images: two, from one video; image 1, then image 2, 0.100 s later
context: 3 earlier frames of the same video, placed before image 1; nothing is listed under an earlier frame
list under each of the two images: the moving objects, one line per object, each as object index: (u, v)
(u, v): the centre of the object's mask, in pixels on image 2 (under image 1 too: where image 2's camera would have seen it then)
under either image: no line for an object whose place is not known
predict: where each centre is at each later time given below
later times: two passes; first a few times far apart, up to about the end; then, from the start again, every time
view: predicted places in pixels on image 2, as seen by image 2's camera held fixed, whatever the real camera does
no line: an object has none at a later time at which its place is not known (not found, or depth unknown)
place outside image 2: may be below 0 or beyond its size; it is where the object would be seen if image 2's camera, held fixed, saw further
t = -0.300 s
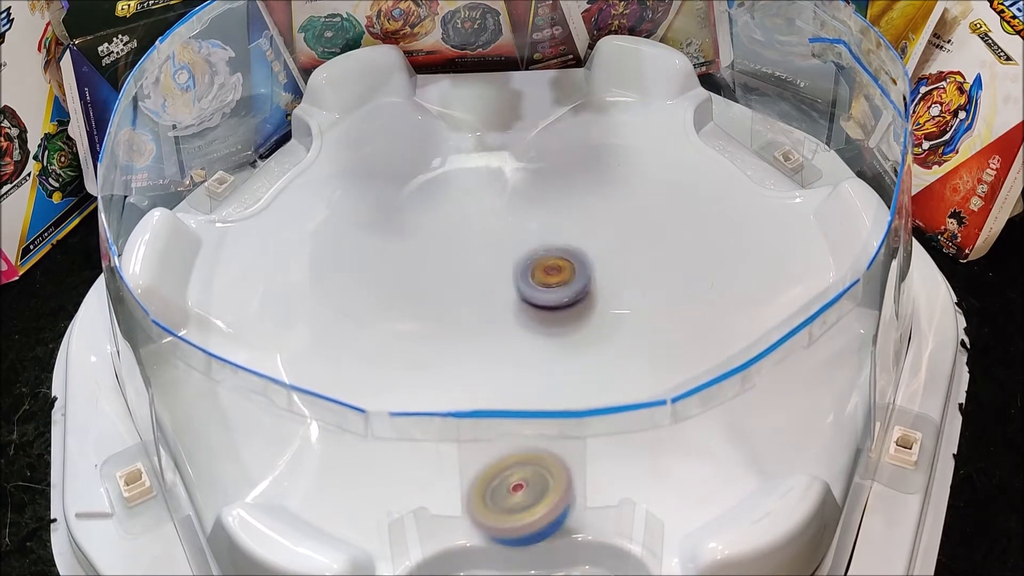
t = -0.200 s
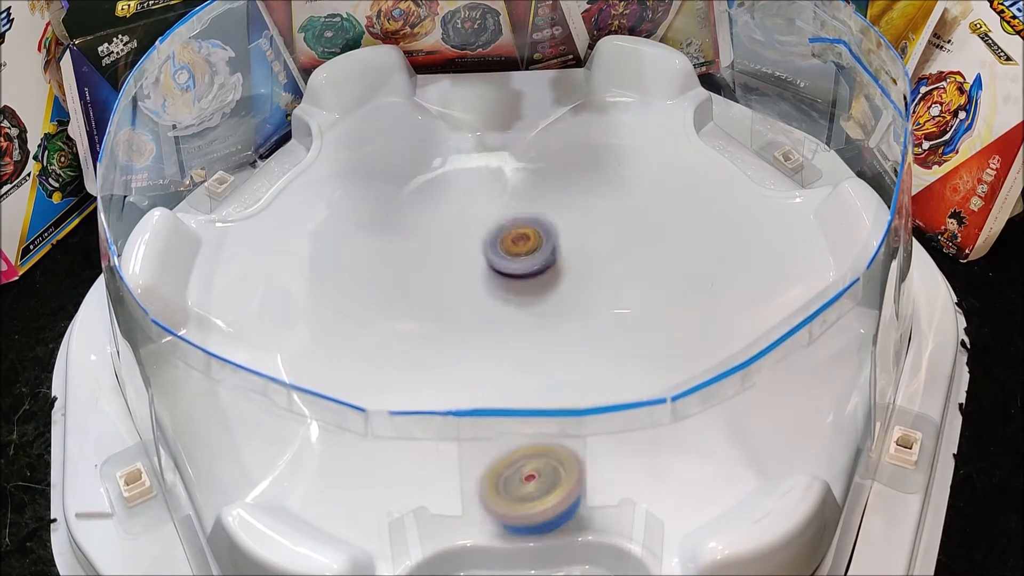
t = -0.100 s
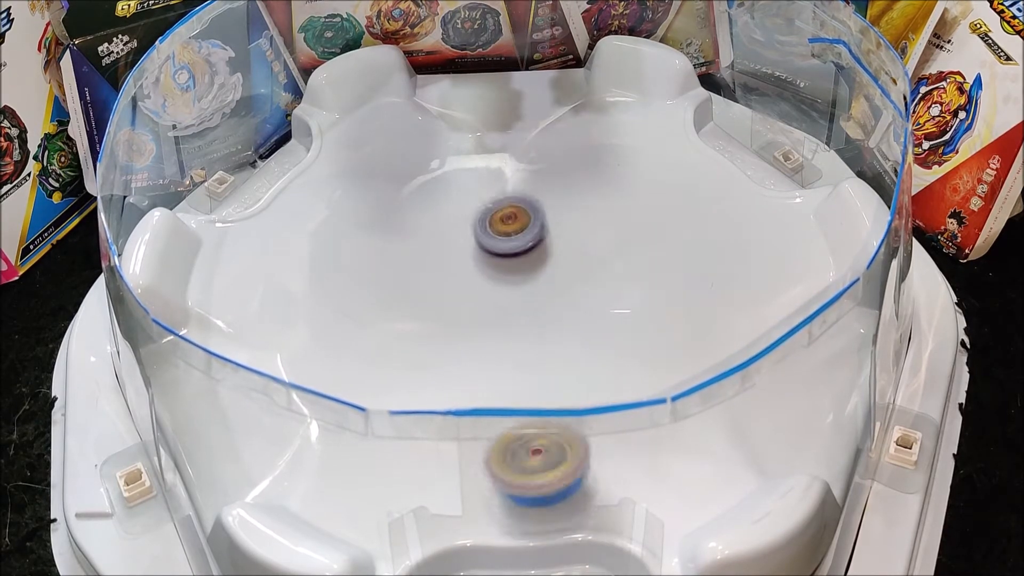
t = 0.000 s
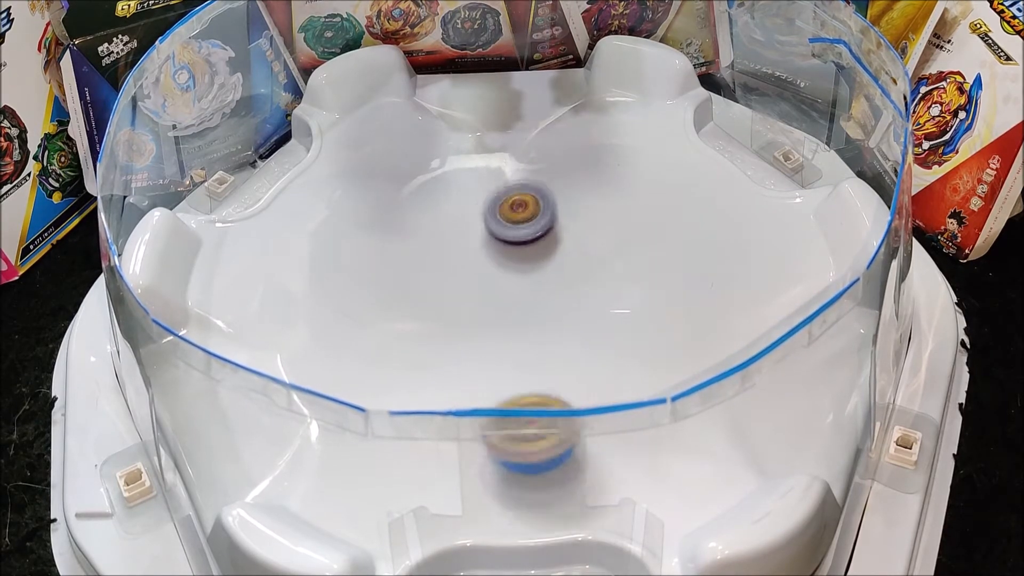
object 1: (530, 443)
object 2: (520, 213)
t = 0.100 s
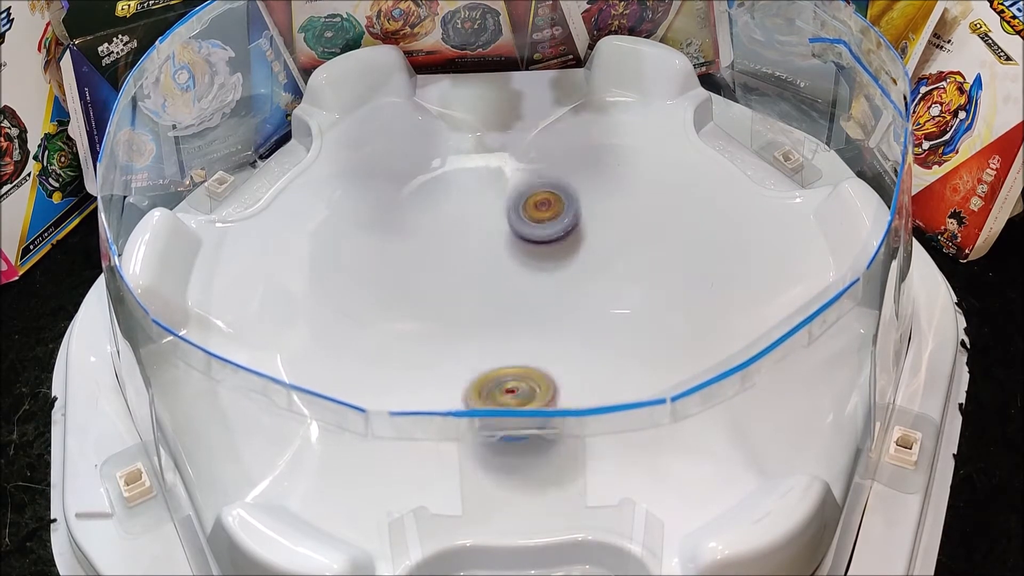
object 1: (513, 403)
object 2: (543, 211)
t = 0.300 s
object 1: (464, 336)
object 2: (578, 263)
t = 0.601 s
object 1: (382, 262)
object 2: (479, 316)
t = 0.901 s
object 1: (346, 256)
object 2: (535, 262)
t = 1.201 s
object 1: (413, 245)
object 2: (574, 334)
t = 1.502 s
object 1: (493, 228)
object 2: (433, 297)
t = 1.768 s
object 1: (586, 194)
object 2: (409, 230)
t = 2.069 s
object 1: (607, 196)
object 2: (532, 247)
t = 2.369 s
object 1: (554, 268)
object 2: (521, 357)
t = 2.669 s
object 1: (538, 346)
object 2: (398, 308)
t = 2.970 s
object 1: (551, 311)
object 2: (531, 240)
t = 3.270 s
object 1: (487, 296)
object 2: (609, 236)
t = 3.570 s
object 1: (467, 287)
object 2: (571, 331)
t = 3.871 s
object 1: (412, 256)
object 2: (507, 337)
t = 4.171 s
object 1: (444, 247)
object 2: (531, 360)
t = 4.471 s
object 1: (525, 189)
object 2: (531, 364)
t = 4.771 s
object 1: (539, 162)
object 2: (529, 321)
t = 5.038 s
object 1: (511, 208)
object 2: (610, 289)
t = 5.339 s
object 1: (447, 268)
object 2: (598, 302)
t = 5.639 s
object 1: (513, 330)
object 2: (529, 249)
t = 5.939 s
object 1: (599, 296)
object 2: (500, 200)
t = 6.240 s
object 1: (552, 260)
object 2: (476, 225)
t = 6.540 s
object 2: (436, 254)
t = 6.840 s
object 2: (444, 310)
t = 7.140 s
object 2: (461, 325)
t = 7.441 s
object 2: (486, 353)
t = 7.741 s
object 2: (543, 324)
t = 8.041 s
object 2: (592, 302)
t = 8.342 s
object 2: (578, 315)
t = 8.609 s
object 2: (554, 300)
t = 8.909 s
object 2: (544, 261)
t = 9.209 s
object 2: (554, 253)
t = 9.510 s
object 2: (511, 258)
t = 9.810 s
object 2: (464, 260)
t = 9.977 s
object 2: (443, 265)
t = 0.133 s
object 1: (505, 395)
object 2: (553, 213)
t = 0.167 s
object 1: (496, 378)
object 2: (564, 220)
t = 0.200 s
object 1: (487, 370)
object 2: (573, 228)
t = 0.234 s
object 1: (480, 359)
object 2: (580, 238)
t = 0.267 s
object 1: (472, 347)
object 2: (581, 251)
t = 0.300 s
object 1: (464, 336)
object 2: (578, 263)
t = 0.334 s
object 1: (455, 325)
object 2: (571, 277)
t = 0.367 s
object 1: (446, 315)
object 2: (558, 292)
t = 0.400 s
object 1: (437, 305)
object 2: (542, 302)
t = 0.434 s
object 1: (429, 296)
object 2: (525, 310)
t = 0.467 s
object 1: (422, 288)
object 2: (506, 314)
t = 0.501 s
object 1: (409, 279)
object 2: (495, 317)
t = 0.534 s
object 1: (396, 272)
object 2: (491, 319)
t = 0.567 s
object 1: (388, 265)
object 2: (485, 319)
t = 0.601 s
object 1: (382, 262)
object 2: (479, 316)
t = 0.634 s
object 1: (378, 260)
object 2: (471, 311)
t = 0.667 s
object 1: (376, 259)
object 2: (463, 303)
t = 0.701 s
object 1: (375, 260)
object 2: (456, 294)
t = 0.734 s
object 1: (369, 258)
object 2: (463, 286)
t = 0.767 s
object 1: (361, 257)
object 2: (474, 279)
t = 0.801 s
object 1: (354, 254)
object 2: (487, 271)
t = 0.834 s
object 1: (350, 253)
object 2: (502, 266)
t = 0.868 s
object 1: (346, 254)
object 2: (520, 263)
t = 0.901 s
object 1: (346, 256)
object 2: (535, 262)
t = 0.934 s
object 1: (346, 256)
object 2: (550, 262)
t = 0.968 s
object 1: (349, 256)
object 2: (563, 266)
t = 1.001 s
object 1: (355, 257)
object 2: (573, 271)
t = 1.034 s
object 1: (361, 254)
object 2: (582, 279)
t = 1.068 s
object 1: (372, 252)
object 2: (590, 289)
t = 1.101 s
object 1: (380, 250)
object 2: (592, 301)
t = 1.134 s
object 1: (390, 247)
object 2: (590, 312)
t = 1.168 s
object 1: (403, 247)
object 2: (585, 323)
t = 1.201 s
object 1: (413, 245)
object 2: (574, 334)
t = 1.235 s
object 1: (424, 244)
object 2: (559, 343)
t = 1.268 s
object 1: (435, 244)
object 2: (542, 349)
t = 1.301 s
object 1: (444, 242)
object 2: (522, 353)
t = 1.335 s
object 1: (454, 242)
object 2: (500, 352)
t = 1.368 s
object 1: (462, 241)
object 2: (481, 348)
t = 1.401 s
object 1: (470, 237)
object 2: (464, 340)
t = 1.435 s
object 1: (480, 235)
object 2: (450, 328)
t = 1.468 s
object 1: (486, 233)
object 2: (439, 313)
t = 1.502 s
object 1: (493, 228)
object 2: (433, 297)
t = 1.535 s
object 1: (501, 225)
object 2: (431, 281)
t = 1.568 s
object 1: (505, 222)
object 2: (434, 265)
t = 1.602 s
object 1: (510, 218)
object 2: (439, 250)
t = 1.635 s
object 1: (530, 208)
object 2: (427, 243)
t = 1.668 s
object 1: (550, 203)
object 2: (415, 241)
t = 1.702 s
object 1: (565, 198)
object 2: (408, 236)
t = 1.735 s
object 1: (576, 195)
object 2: (407, 233)
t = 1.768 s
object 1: (586, 194)
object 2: (409, 230)
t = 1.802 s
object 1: (593, 192)
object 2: (415, 226)
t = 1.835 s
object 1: (598, 191)
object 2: (423, 222)
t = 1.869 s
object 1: (602, 191)
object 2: (436, 219)
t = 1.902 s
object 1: (606, 192)
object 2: (450, 217)
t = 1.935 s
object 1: (607, 192)
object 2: (467, 218)
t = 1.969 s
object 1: (608, 192)
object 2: (485, 221)
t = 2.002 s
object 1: (608, 193)
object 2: (502, 227)
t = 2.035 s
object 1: (609, 193)
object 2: (518, 236)
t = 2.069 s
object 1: (607, 196)
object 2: (532, 247)
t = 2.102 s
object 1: (604, 199)
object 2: (545, 259)
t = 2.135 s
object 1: (599, 204)
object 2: (553, 271)
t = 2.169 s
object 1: (594, 211)
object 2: (560, 284)
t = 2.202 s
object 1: (589, 220)
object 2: (562, 299)
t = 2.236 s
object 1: (582, 229)
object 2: (561, 312)
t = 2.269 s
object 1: (575, 238)
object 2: (555, 324)
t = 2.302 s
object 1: (568, 249)
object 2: (548, 336)
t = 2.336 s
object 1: (562, 258)
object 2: (536, 349)
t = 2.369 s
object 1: (554, 268)
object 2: (521, 357)
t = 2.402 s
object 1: (546, 277)
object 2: (504, 363)
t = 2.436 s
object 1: (539, 287)
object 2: (486, 368)
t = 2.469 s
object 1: (533, 298)
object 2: (466, 368)
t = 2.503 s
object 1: (531, 307)
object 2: (447, 364)
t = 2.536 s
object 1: (530, 317)
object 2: (429, 358)
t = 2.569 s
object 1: (529, 327)
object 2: (413, 347)
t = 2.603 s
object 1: (530, 336)
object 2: (402, 336)
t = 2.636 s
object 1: (534, 342)
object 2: (397, 321)
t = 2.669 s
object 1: (538, 346)
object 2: (398, 308)
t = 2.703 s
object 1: (543, 346)
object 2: (406, 295)
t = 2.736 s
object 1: (546, 343)
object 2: (417, 283)
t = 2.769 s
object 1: (548, 336)
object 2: (438, 269)
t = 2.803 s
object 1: (552, 330)
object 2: (454, 261)
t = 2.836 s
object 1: (555, 323)
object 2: (472, 257)
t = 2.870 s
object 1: (557, 317)
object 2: (489, 253)
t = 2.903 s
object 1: (555, 311)
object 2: (507, 252)
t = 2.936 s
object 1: (551, 307)
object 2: (522, 251)
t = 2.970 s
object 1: (551, 311)
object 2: (531, 240)
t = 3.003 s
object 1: (546, 312)
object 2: (540, 231)
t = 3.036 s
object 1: (538, 313)
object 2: (548, 226)
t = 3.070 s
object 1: (528, 313)
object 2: (555, 222)
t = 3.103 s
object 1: (518, 311)
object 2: (564, 221)
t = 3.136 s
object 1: (510, 309)
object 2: (574, 221)
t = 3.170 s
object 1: (502, 306)
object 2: (583, 222)
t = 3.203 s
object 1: (495, 304)
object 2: (593, 225)
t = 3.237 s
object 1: (490, 300)
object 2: (601, 229)
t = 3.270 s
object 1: (487, 296)
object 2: (609, 236)
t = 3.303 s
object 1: (486, 293)
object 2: (614, 243)
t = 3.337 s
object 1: (486, 291)
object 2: (617, 253)
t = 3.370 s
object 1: (487, 290)
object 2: (614, 267)
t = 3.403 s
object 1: (490, 290)
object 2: (610, 282)
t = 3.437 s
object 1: (493, 292)
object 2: (604, 297)
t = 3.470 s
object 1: (495, 295)
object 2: (594, 309)
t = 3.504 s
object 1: (495, 296)
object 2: (580, 319)
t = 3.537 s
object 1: (488, 294)
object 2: (567, 326)
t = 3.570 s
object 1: (467, 287)
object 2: (571, 331)
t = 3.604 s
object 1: (450, 278)
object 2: (570, 336)
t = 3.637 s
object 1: (437, 272)
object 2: (563, 339)
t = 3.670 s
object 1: (429, 266)
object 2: (554, 341)
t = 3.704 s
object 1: (425, 263)
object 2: (540, 341)
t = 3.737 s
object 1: (425, 262)
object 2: (524, 339)
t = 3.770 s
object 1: (428, 265)
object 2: (508, 335)
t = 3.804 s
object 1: (431, 269)
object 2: (492, 328)
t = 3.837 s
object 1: (427, 268)
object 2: (493, 326)
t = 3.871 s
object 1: (412, 256)
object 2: (507, 337)
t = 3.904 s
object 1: (405, 246)
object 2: (525, 345)
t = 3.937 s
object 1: (403, 240)
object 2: (537, 349)
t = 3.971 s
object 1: (403, 236)
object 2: (547, 353)
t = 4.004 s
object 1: (406, 235)
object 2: (552, 355)
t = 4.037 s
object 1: (411, 235)
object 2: (552, 357)
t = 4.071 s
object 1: (418, 236)
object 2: (551, 358)
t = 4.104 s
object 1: (426, 239)
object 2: (546, 360)
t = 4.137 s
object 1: (435, 243)
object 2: (540, 360)
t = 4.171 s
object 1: (444, 247)
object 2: (531, 360)
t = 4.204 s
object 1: (453, 252)
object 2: (520, 358)
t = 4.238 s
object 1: (461, 256)
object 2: (513, 352)
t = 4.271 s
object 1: (472, 259)
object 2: (506, 346)
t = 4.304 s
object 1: (484, 262)
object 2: (501, 334)
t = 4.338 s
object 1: (497, 260)
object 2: (503, 327)
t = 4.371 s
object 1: (504, 238)
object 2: (511, 342)
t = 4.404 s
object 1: (512, 219)
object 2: (520, 352)
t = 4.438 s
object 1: (519, 202)
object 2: (527, 360)
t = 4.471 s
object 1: (525, 189)
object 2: (531, 364)
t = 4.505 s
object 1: (528, 180)
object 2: (532, 366)
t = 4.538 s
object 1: (531, 173)
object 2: (531, 367)
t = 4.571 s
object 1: (532, 168)
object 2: (528, 366)
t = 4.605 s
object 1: (533, 163)
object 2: (525, 363)
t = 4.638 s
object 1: (535, 160)
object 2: (522, 357)
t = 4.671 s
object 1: (536, 158)
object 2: (521, 349)
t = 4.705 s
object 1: (537, 158)
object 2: (522, 340)
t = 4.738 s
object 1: (538, 159)
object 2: (525, 331)
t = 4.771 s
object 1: (539, 162)
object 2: (529, 321)
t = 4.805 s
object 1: (540, 167)
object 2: (535, 312)
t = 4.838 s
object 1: (541, 172)
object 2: (541, 303)
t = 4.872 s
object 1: (541, 181)
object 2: (547, 294)
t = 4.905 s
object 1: (541, 190)
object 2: (554, 286)
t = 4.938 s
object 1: (540, 200)
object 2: (562, 279)
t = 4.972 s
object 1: (538, 212)
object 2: (570, 273)
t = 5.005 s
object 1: (525, 206)
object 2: (590, 280)
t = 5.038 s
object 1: (511, 208)
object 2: (610, 289)
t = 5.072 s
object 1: (498, 208)
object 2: (624, 295)
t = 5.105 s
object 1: (487, 212)
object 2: (634, 300)
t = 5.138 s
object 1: (478, 218)
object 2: (638, 303)
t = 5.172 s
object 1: (470, 223)
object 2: (639, 305)
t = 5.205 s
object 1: (462, 230)
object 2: (635, 305)
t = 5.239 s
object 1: (455, 239)
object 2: (628, 306)
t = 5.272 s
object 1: (451, 248)
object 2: (619, 306)
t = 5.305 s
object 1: (448, 258)
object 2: (609, 305)
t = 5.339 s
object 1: (447, 268)
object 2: (598, 302)
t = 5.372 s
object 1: (448, 278)
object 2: (588, 297)
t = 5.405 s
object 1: (451, 287)
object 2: (577, 292)
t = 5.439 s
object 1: (456, 296)
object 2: (568, 286)
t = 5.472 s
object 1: (463, 304)
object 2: (559, 281)
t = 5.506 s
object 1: (471, 310)
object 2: (552, 274)
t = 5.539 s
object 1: (481, 316)
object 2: (547, 268)
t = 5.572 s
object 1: (491, 321)
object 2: (540, 261)
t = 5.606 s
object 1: (502, 326)
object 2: (534, 255)
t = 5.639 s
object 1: (513, 330)
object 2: (529, 249)
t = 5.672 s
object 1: (525, 332)
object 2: (524, 242)
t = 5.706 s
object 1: (537, 332)
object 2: (519, 236)
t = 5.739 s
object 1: (549, 331)
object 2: (515, 229)
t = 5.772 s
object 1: (561, 328)
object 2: (512, 223)
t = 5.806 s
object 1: (571, 324)
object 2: (510, 217)
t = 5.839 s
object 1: (581, 319)
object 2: (508, 212)
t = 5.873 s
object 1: (589, 312)
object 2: (505, 208)
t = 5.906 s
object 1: (595, 304)
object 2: (502, 204)
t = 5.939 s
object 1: (599, 296)
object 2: (500, 200)
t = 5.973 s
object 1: (600, 287)
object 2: (501, 200)
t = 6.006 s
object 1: (596, 279)
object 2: (503, 200)
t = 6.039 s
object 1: (590, 272)
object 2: (504, 203)
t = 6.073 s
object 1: (582, 265)
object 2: (503, 209)
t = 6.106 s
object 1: (573, 259)
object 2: (502, 214)
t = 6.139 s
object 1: (564, 254)
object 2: (500, 220)
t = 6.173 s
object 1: (563, 256)
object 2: (491, 220)
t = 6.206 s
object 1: (559, 258)
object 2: (483, 222)
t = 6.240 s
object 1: (552, 260)
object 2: (476, 225)
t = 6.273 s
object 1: (543, 263)
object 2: (467, 227)
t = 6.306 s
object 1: (535, 267)
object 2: (460, 229)
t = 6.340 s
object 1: (527, 273)
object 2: (455, 232)
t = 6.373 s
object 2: (450, 235)
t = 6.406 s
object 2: (446, 239)
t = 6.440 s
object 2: (441, 241)
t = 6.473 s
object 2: (437, 245)
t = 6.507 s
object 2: (436, 249)
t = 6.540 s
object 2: (436, 254)
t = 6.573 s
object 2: (437, 261)
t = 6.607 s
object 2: (437, 266)
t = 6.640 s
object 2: (437, 272)
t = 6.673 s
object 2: (440, 278)
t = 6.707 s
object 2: (442, 285)
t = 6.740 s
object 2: (441, 292)
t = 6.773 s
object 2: (441, 297)
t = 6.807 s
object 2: (442, 303)
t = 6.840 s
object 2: (444, 310)
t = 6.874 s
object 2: (444, 315)
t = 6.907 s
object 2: (442, 317)
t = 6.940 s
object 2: (442, 320)
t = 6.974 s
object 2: (443, 322)
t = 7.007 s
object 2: (444, 324)
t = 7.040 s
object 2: (445, 325)
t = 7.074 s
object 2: (450, 325)
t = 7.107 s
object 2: (456, 326)
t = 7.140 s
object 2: (461, 325)
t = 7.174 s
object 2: (467, 326)
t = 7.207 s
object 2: (470, 333)
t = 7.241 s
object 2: (472, 338)
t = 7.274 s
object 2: (473, 342)
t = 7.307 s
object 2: (477, 346)
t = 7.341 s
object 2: (480, 350)
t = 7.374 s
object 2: (480, 353)
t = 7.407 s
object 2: (483, 353)
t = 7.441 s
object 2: (486, 353)
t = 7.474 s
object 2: (488, 352)
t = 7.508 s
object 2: (493, 350)
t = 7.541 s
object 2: (498, 345)
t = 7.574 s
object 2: (503, 342)
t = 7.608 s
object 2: (511, 337)
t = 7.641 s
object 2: (518, 332)
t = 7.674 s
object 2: (524, 328)
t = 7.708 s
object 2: (534, 325)
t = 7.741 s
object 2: (543, 324)
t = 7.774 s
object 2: (550, 322)
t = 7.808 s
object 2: (558, 320)
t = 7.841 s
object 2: (564, 317)
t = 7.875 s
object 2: (571, 313)
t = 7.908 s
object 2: (577, 311)
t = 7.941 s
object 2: (582, 308)
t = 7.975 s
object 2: (586, 305)
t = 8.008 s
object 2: (589, 303)
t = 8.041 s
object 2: (592, 302)
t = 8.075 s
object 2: (594, 302)
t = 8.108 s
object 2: (596, 301)
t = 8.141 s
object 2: (595, 301)
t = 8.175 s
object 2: (597, 304)
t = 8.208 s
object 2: (600, 308)
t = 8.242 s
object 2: (597, 311)
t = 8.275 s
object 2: (593, 313)
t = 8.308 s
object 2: (587, 315)
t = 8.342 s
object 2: (578, 315)
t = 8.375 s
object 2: (572, 314)
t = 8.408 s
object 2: (562, 312)
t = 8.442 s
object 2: (554, 307)
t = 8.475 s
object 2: (548, 305)
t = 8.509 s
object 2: (555, 305)
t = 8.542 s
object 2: (556, 305)
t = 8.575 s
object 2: (556, 303)
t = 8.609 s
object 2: (554, 300)
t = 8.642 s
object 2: (552, 297)
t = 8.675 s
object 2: (549, 293)
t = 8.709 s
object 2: (547, 288)
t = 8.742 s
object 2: (546, 283)
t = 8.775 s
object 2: (545, 278)
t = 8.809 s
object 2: (545, 274)
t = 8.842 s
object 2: (544, 269)
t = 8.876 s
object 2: (545, 265)
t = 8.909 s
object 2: (544, 261)
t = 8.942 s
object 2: (544, 259)
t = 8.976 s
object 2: (546, 254)
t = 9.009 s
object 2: (551, 249)
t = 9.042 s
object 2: (555, 247)
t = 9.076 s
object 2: (556, 246)
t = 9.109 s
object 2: (560, 246)
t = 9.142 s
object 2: (557, 248)
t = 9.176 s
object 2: (558, 251)
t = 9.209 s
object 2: (554, 253)
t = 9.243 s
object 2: (554, 253)
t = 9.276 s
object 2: (551, 252)
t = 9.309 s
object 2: (546, 253)
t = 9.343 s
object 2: (543, 254)
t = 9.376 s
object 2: (535, 255)
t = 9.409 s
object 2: (529, 256)
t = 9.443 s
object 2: (524, 256)
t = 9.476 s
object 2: (515, 257)
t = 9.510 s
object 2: (511, 258)
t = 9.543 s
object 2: (506, 258)
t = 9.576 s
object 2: (498, 260)
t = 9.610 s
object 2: (494, 259)
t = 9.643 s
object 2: (488, 259)
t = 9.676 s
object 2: (481, 258)
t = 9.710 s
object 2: (477, 257)
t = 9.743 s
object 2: (472, 257)
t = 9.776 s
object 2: (466, 258)
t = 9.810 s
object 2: (464, 260)
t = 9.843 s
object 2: (462, 260)
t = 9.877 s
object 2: (458, 262)
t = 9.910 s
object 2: (453, 264)
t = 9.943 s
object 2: (448, 265)
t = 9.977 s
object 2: (443, 265)
